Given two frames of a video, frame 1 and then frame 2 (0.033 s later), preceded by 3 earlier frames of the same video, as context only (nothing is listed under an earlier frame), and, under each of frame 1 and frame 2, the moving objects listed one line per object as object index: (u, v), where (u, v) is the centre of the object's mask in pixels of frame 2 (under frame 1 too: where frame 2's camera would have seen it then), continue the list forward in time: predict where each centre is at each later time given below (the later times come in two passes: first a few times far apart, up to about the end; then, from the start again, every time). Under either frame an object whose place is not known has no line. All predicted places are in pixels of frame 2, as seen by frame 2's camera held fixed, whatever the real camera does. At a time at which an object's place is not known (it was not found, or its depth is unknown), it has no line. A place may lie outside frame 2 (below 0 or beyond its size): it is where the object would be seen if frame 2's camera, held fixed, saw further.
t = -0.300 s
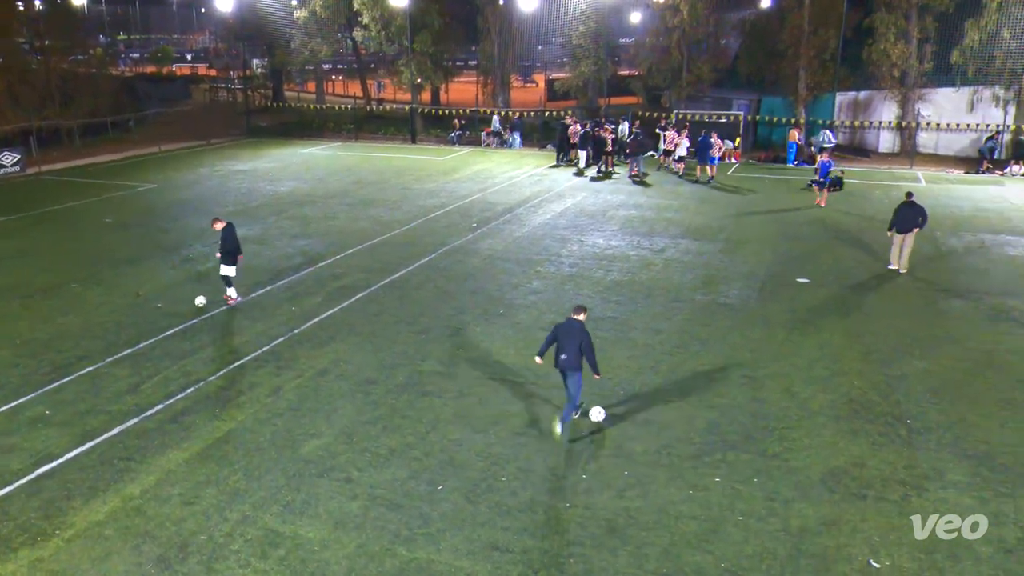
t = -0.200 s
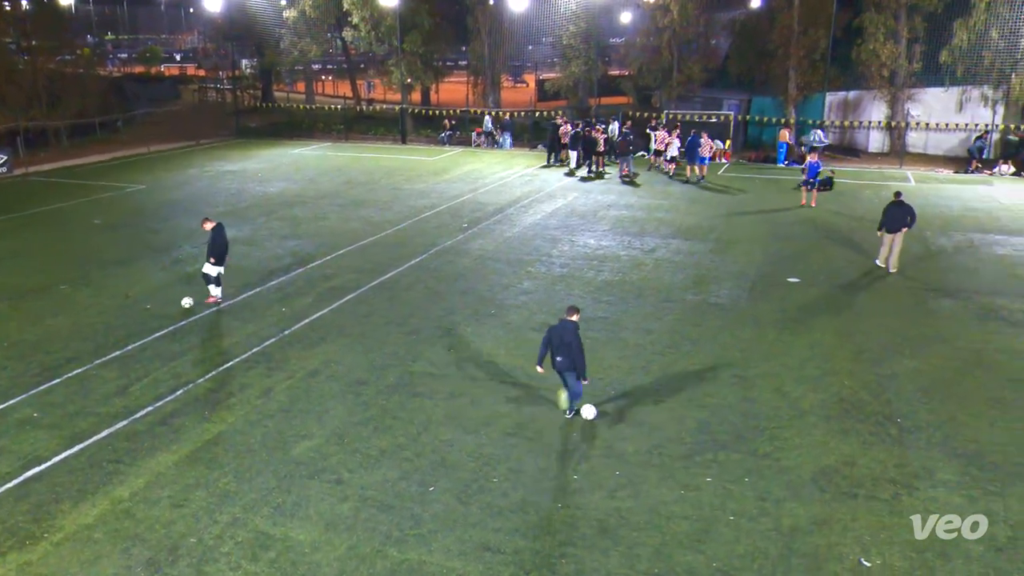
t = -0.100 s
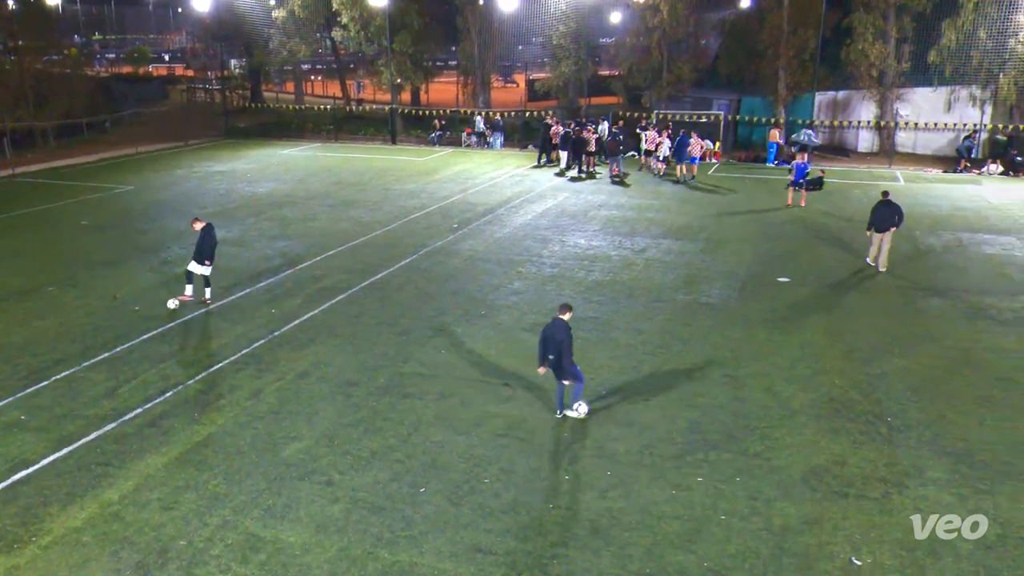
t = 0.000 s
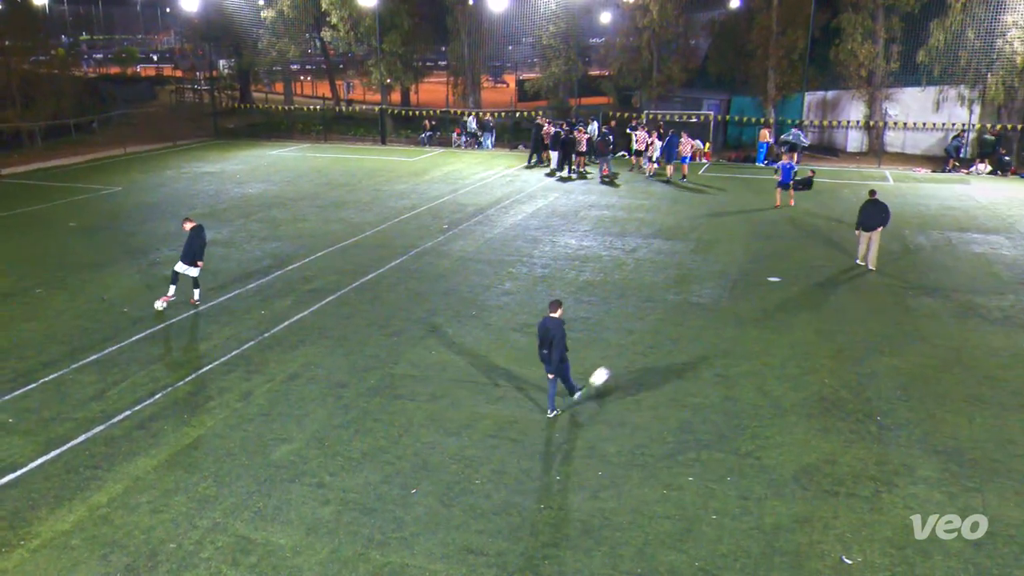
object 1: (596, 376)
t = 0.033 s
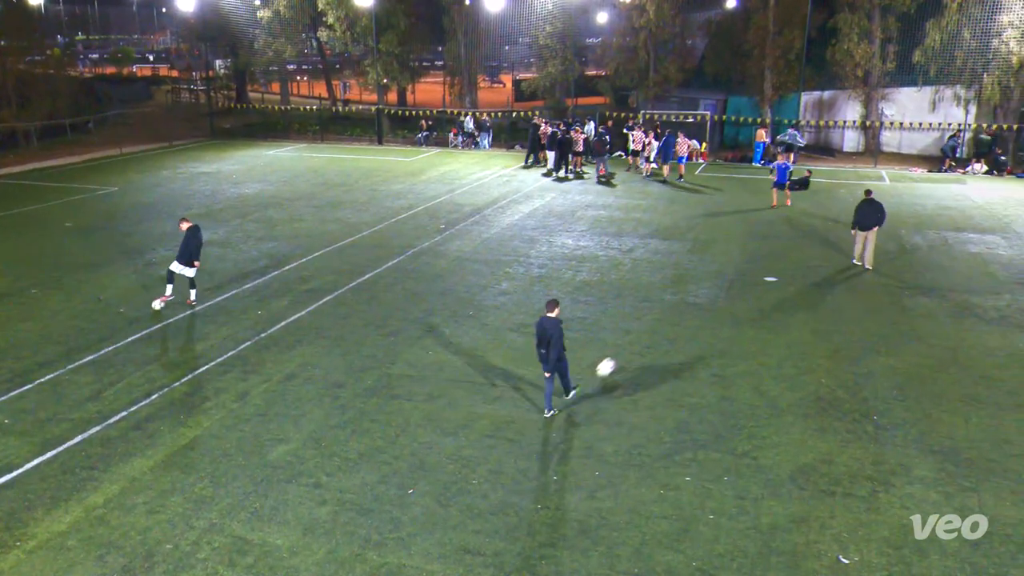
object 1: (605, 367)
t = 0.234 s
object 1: (647, 320)
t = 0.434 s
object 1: (673, 287)
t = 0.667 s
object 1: (694, 261)
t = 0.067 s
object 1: (614, 359)
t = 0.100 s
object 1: (622, 350)
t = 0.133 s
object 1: (629, 342)
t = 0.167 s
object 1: (635, 335)
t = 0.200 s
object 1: (641, 327)
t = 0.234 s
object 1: (647, 320)
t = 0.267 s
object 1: (652, 313)
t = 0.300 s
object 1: (657, 308)
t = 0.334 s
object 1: (661, 303)
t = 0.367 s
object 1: (666, 297)
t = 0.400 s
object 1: (670, 291)
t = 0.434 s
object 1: (673, 287)
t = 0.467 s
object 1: (677, 283)
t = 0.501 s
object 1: (680, 279)
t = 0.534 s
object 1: (683, 275)
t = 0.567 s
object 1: (686, 271)
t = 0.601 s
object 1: (689, 267)
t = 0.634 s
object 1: (691, 264)
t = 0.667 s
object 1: (694, 261)
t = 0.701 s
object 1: (696, 258)
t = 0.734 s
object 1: (698, 255)
